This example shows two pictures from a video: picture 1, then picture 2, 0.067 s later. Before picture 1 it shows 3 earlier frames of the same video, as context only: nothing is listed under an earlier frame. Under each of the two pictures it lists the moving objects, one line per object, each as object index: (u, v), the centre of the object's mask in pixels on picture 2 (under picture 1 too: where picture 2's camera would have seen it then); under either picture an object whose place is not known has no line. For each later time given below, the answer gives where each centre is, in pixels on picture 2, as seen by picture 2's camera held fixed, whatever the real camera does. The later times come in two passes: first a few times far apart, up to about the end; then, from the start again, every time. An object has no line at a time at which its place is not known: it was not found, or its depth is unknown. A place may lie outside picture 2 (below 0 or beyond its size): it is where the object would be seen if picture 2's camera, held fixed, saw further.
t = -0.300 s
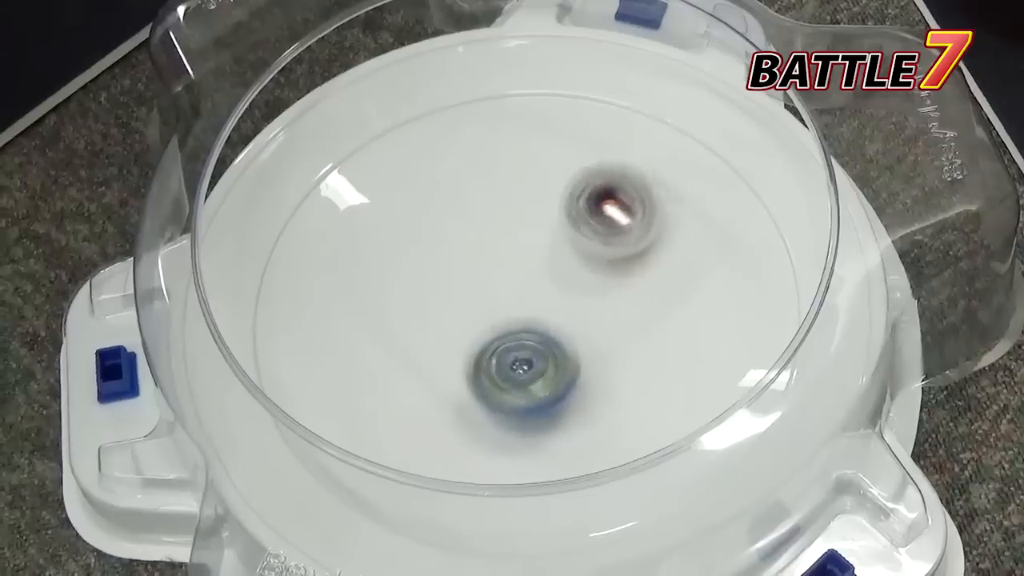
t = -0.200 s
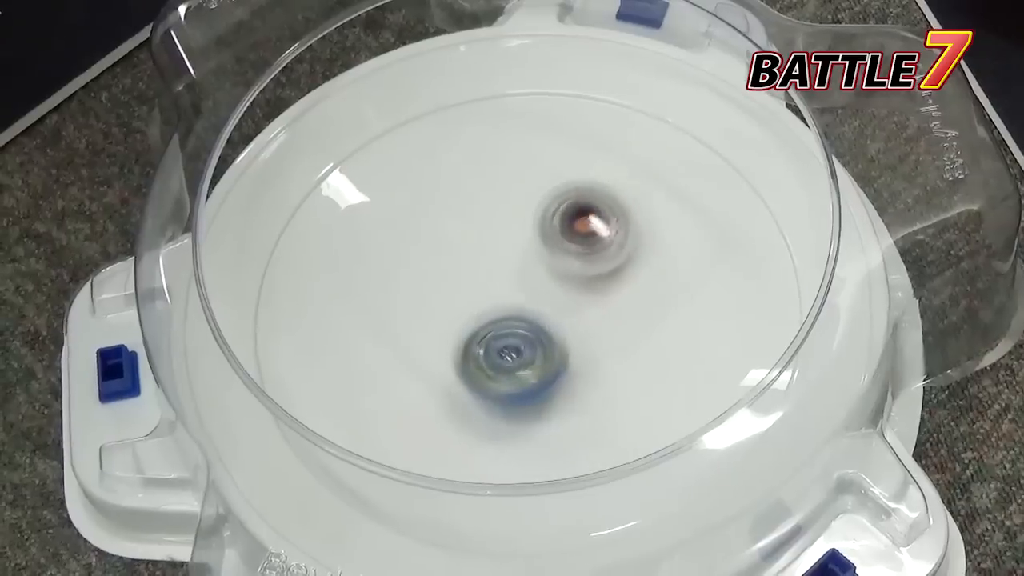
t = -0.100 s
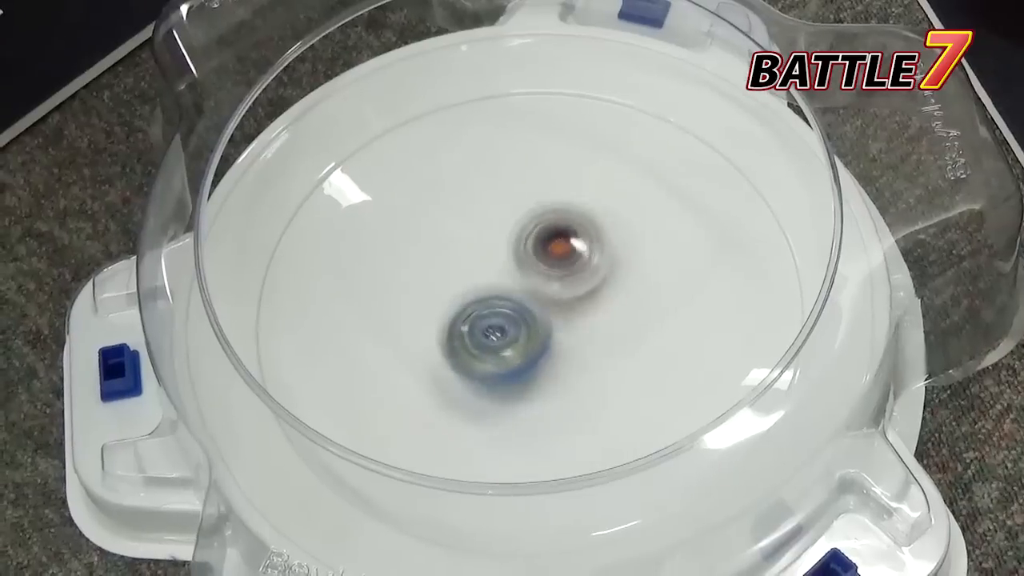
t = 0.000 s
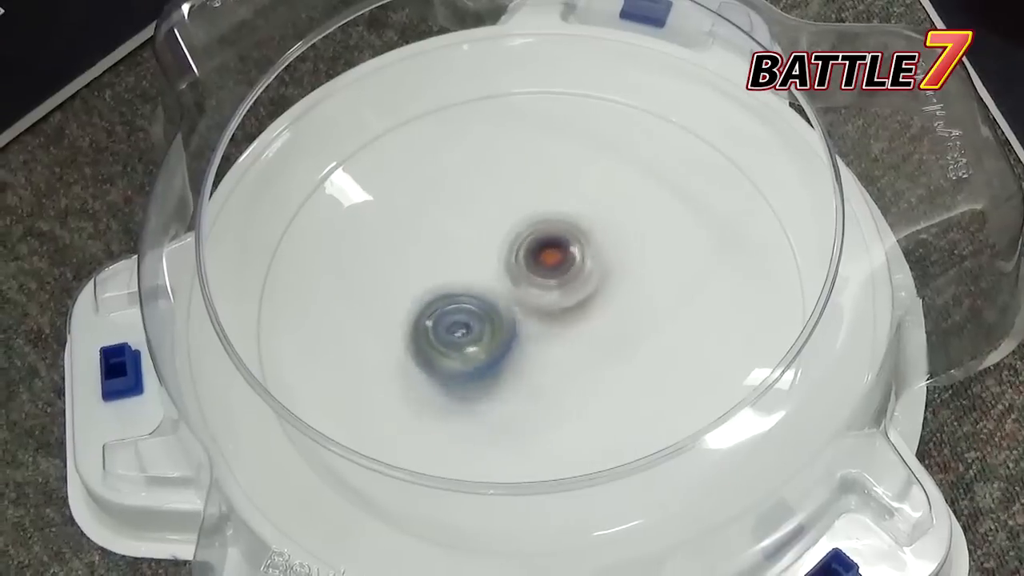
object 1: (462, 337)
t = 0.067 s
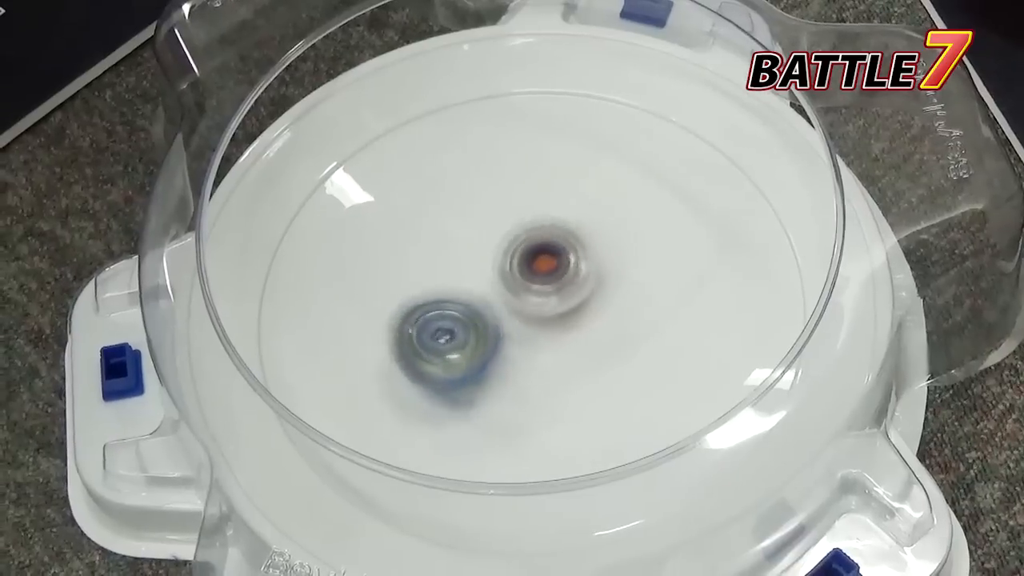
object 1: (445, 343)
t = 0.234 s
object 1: (460, 350)
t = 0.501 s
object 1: (396, 403)
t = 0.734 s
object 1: (486, 344)
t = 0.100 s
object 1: (442, 344)
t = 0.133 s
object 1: (443, 348)
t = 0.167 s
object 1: (446, 350)
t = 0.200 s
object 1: (452, 351)
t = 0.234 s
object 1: (460, 350)
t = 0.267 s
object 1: (443, 354)
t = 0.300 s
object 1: (424, 361)
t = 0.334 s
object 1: (411, 369)
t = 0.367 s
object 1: (401, 376)
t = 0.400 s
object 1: (394, 385)
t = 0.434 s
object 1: (391, 393)
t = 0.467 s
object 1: (391, 399)
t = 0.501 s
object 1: (396, 403)
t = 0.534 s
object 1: (405, 403)
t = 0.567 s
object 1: (419, 400)
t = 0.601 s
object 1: (435, 395)
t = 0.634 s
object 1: (448, 385)
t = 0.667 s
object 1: (462, 372)
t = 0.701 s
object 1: (474, 361)
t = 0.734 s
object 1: (486, 344)
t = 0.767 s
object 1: (487, 332)
